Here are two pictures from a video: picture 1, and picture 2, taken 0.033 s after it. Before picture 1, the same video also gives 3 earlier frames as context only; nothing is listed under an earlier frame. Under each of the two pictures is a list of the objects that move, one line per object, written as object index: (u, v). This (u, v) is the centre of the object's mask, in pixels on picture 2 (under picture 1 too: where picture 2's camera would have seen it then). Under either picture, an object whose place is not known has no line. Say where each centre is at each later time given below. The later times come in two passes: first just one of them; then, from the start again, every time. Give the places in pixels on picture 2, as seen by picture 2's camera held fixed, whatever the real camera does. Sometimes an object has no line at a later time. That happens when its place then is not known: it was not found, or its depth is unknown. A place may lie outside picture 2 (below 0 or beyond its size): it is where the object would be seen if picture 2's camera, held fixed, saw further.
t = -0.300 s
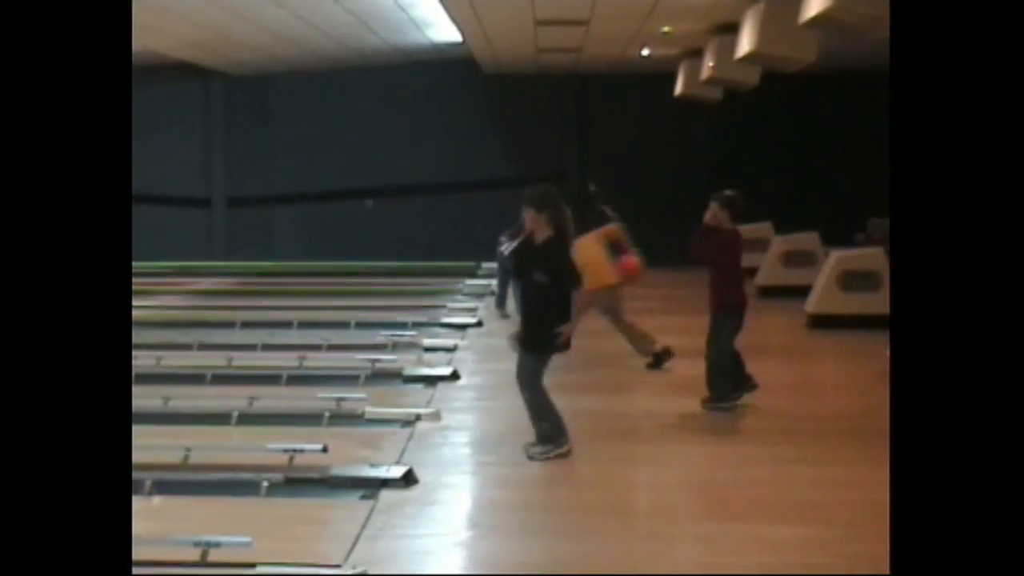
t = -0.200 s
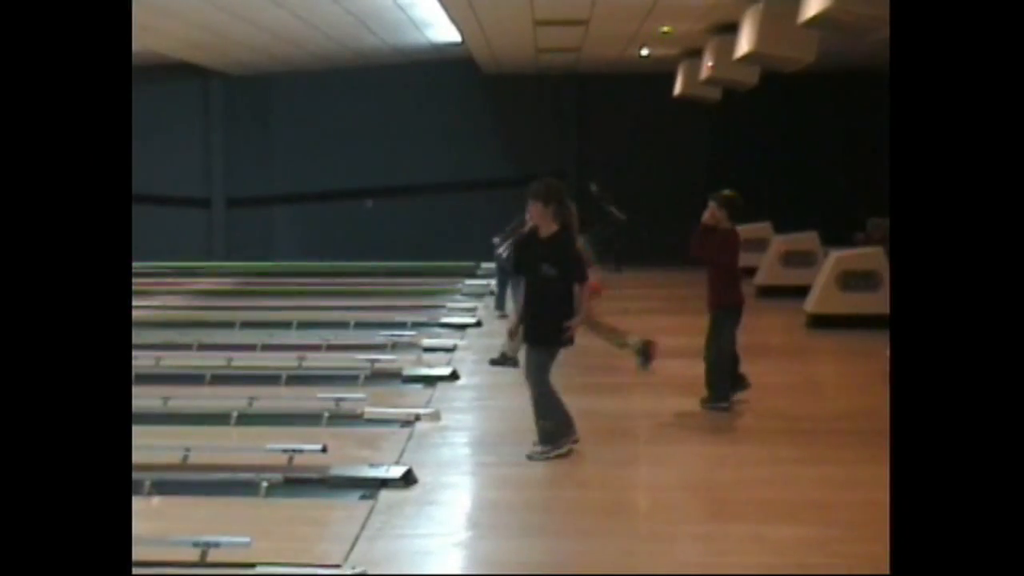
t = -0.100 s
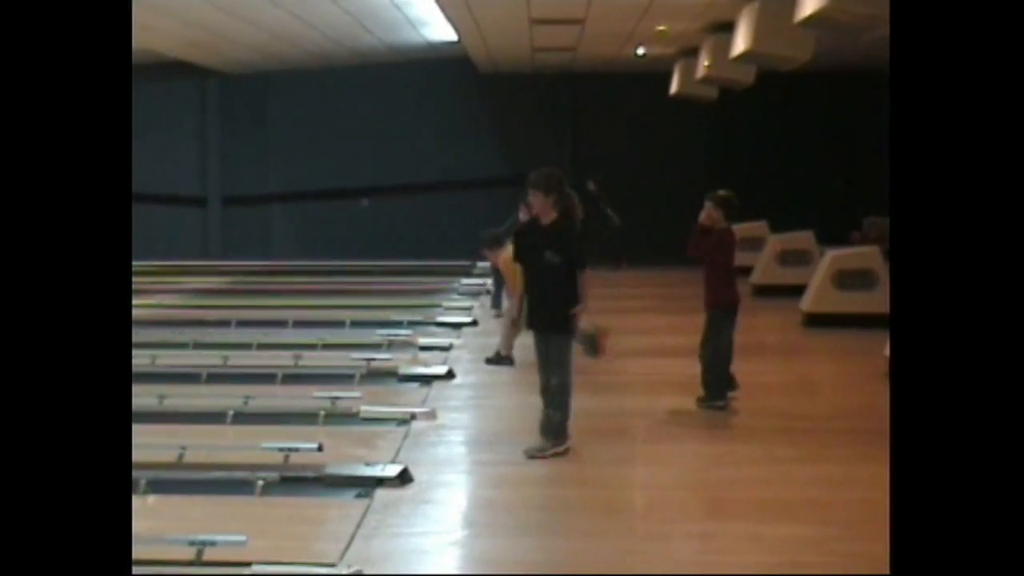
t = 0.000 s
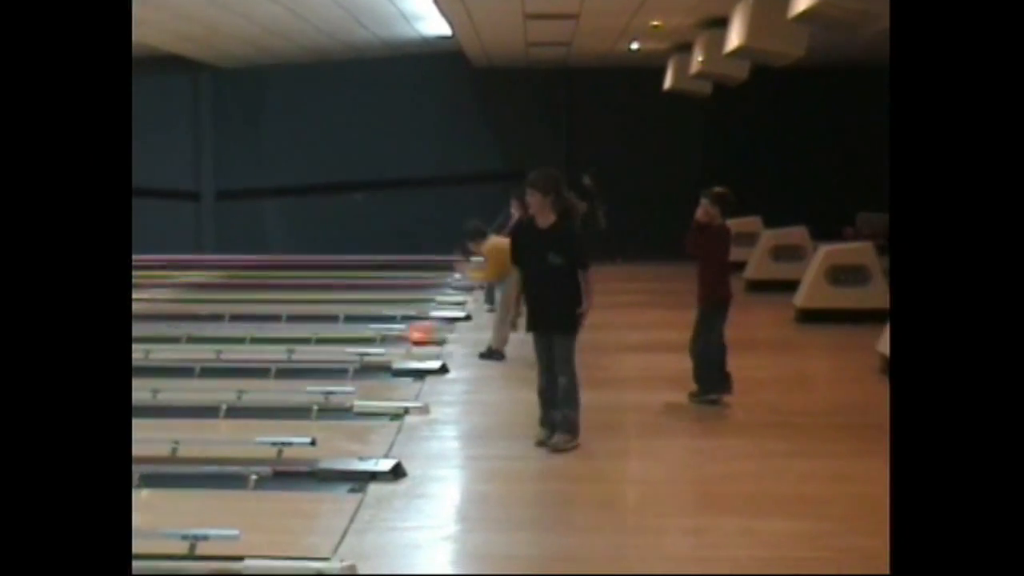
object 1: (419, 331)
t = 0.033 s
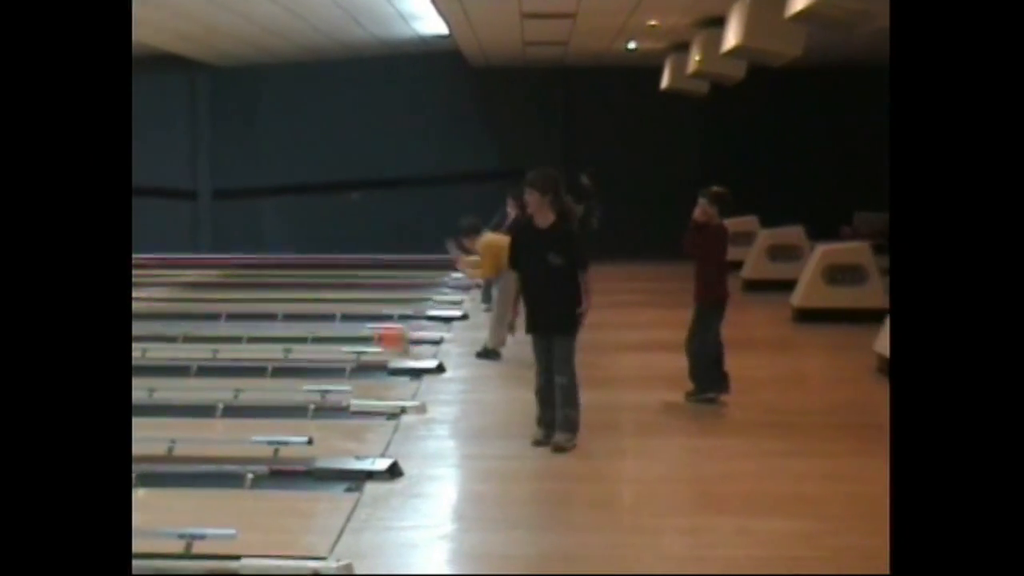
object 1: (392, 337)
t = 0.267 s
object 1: (212, 332)
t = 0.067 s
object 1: (364, 335)
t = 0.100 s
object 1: (339, 332)
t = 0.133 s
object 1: (313, 332)
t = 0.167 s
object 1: (291, 333)
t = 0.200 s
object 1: (261, 333)
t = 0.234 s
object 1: (236, 332)
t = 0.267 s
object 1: (212, 332)
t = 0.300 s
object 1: (185, 332)
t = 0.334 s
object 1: (160, 331)
